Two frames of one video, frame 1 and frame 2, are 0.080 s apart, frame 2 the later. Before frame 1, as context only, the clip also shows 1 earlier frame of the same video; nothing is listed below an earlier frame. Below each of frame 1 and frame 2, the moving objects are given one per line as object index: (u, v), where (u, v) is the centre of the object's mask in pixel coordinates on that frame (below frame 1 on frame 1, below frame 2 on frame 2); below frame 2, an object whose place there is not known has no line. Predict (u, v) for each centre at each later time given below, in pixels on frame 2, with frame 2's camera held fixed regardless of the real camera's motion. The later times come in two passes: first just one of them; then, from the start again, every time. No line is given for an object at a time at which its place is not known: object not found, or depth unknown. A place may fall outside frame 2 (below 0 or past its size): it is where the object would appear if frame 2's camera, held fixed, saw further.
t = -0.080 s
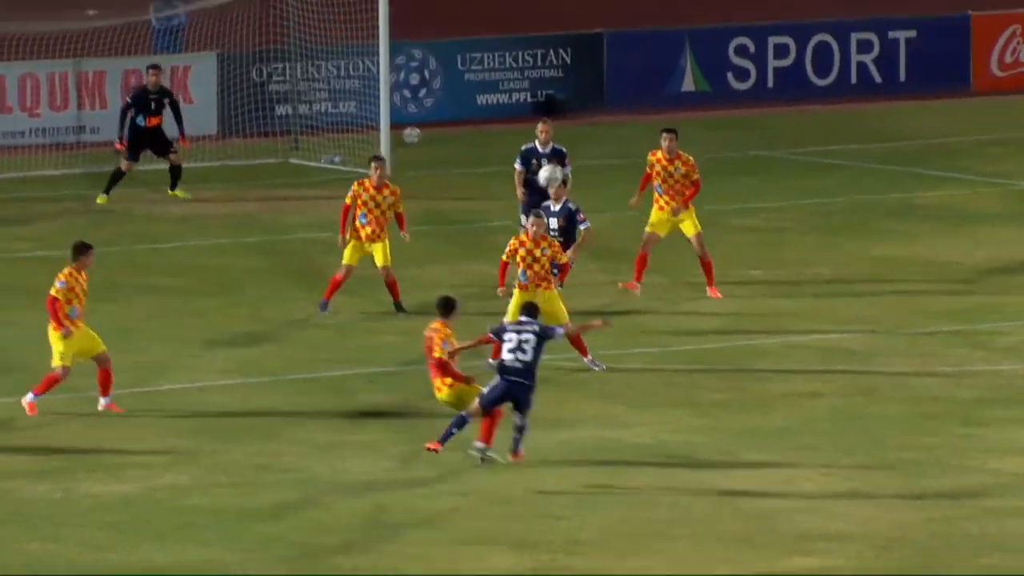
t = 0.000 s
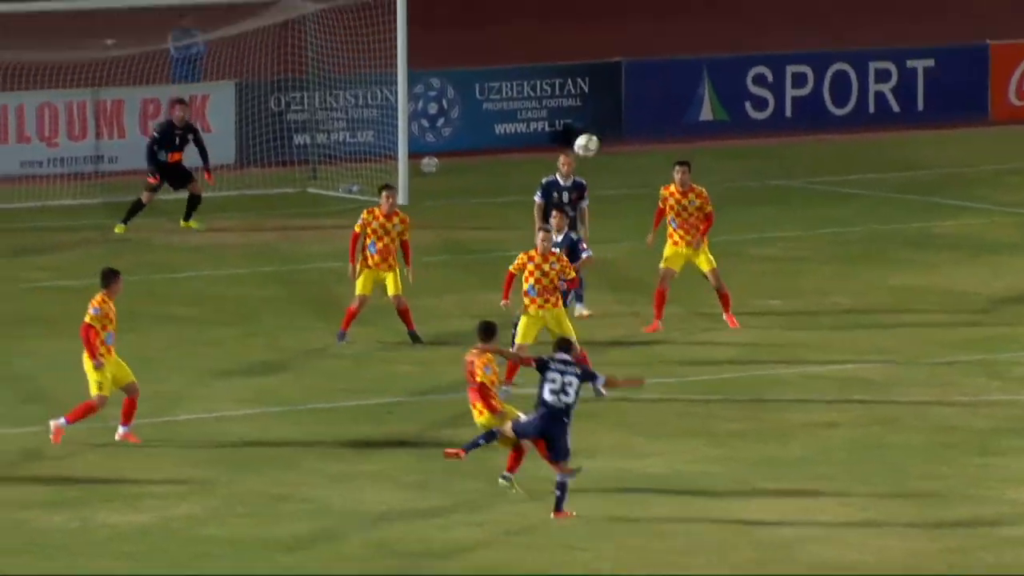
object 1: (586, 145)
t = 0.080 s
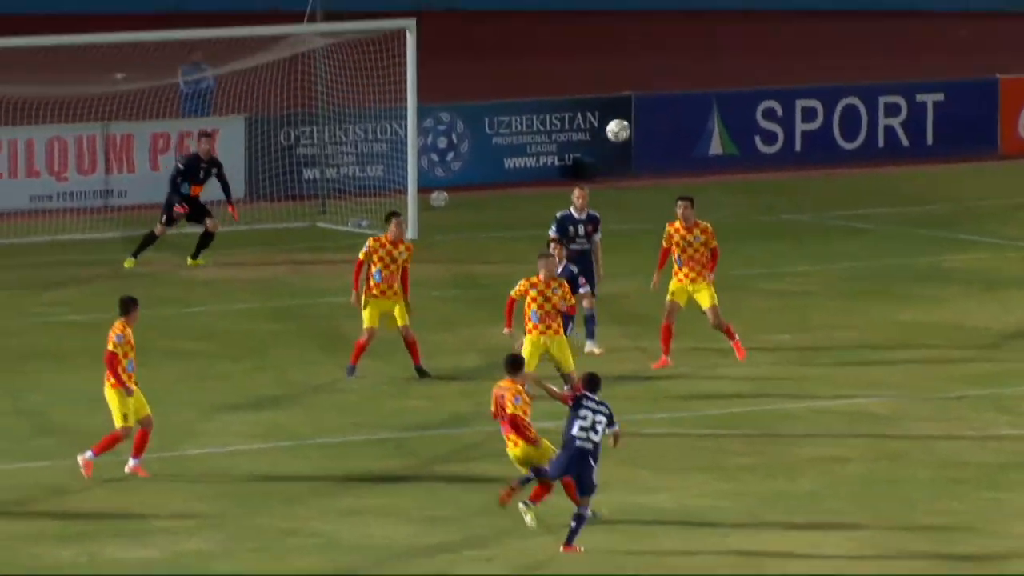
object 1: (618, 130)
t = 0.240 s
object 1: (671, 54)
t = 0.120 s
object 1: (631, 108)
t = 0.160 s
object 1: (644, 88)
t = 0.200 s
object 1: (657, 70)
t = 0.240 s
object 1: (671, 54)
